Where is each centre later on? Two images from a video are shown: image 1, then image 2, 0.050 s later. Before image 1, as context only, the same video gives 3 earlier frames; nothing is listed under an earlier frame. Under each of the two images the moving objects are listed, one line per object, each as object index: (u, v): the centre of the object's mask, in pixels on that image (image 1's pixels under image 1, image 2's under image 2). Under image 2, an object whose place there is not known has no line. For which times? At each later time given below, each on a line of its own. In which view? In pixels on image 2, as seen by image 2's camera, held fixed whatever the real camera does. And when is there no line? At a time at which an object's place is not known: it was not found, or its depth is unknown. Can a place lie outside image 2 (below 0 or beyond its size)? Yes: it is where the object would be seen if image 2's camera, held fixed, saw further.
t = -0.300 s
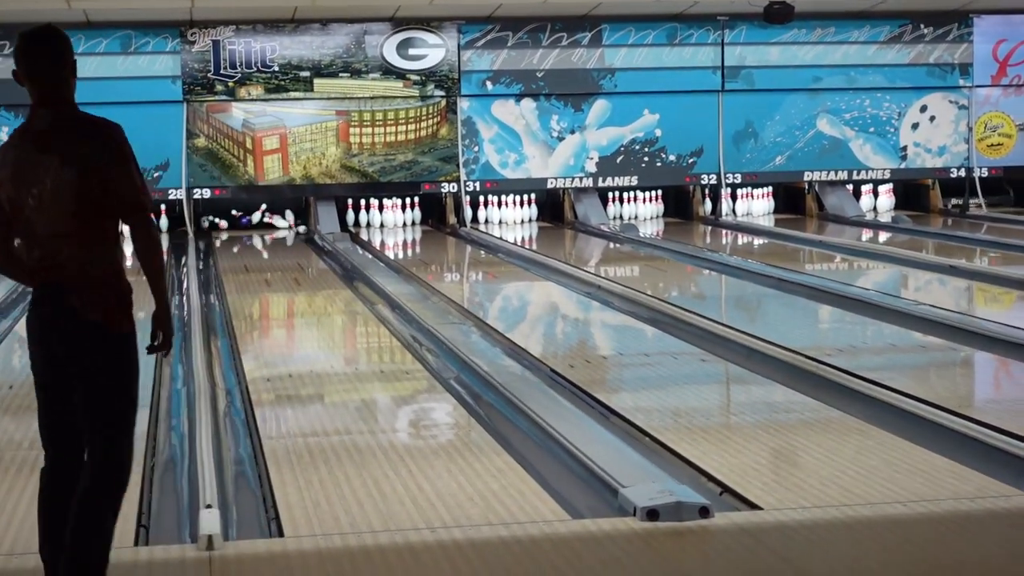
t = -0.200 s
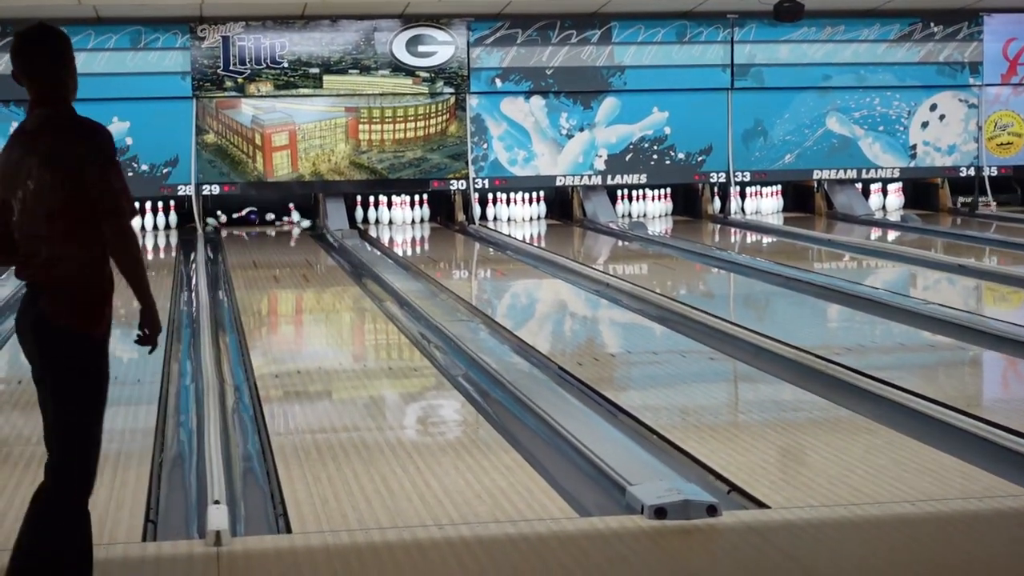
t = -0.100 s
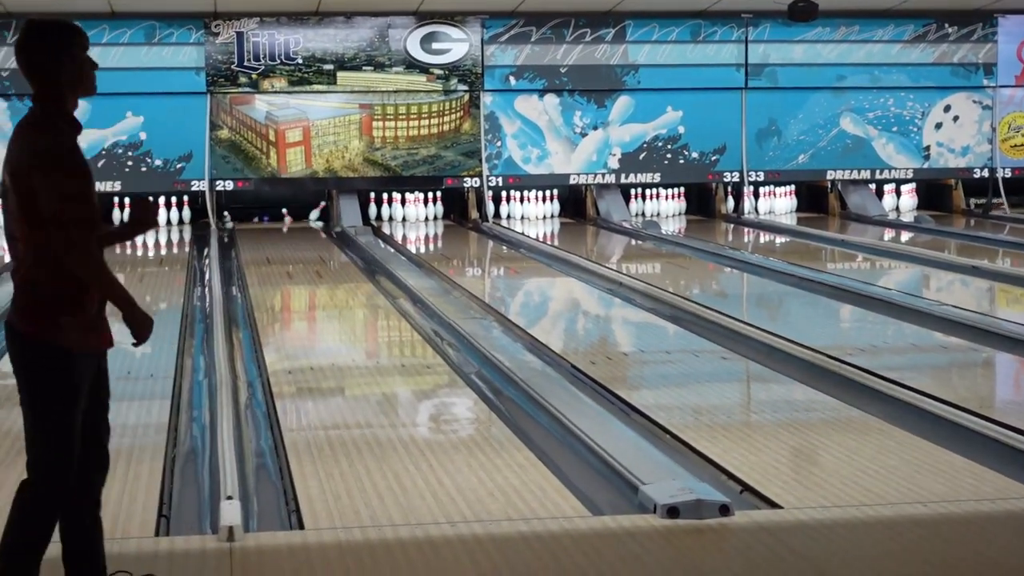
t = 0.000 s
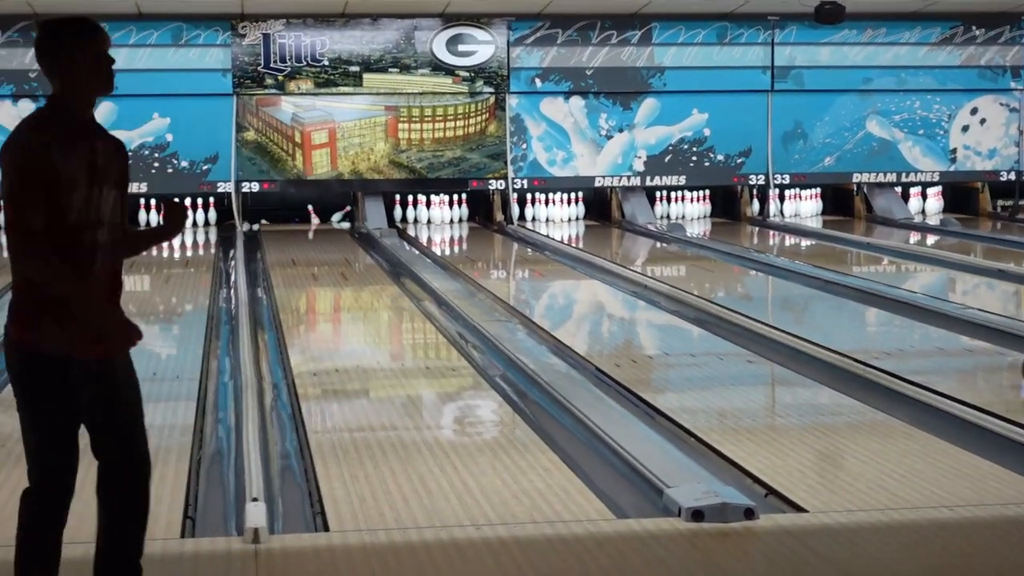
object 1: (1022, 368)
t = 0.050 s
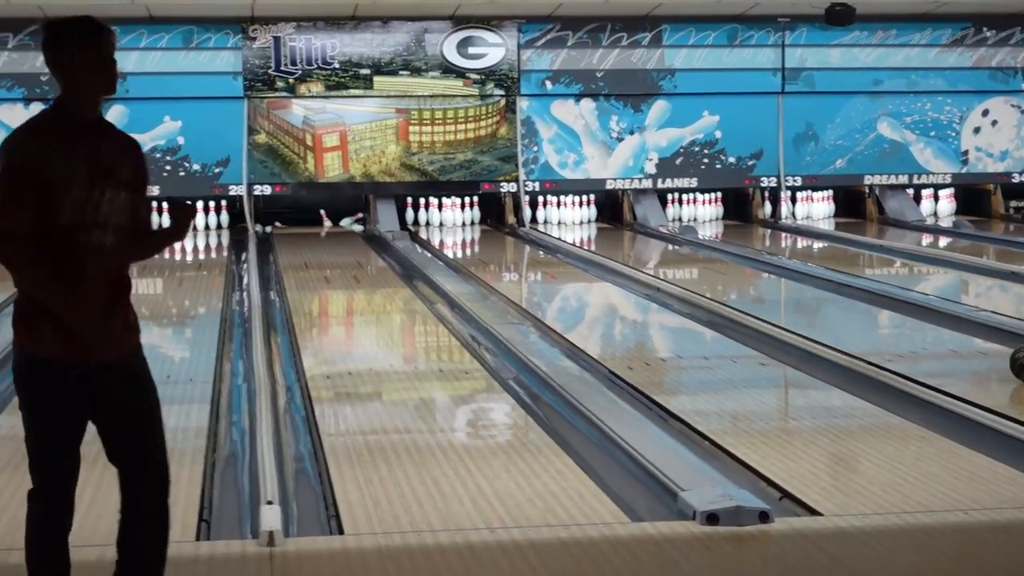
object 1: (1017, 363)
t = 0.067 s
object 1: (1010, 360)
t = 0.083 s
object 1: (1003, 357)
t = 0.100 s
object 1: (998, 355)
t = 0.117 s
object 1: (994, 351)
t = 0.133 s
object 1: (988, 349)
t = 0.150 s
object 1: (981, 346)
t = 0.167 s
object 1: (974, 344)
